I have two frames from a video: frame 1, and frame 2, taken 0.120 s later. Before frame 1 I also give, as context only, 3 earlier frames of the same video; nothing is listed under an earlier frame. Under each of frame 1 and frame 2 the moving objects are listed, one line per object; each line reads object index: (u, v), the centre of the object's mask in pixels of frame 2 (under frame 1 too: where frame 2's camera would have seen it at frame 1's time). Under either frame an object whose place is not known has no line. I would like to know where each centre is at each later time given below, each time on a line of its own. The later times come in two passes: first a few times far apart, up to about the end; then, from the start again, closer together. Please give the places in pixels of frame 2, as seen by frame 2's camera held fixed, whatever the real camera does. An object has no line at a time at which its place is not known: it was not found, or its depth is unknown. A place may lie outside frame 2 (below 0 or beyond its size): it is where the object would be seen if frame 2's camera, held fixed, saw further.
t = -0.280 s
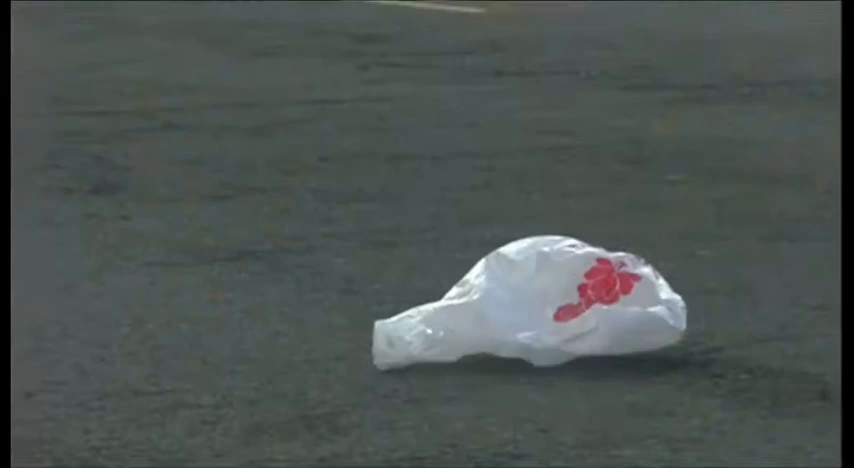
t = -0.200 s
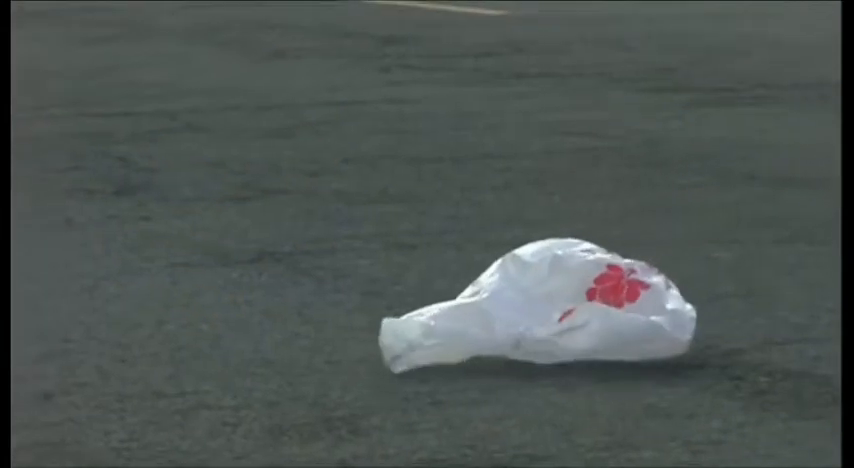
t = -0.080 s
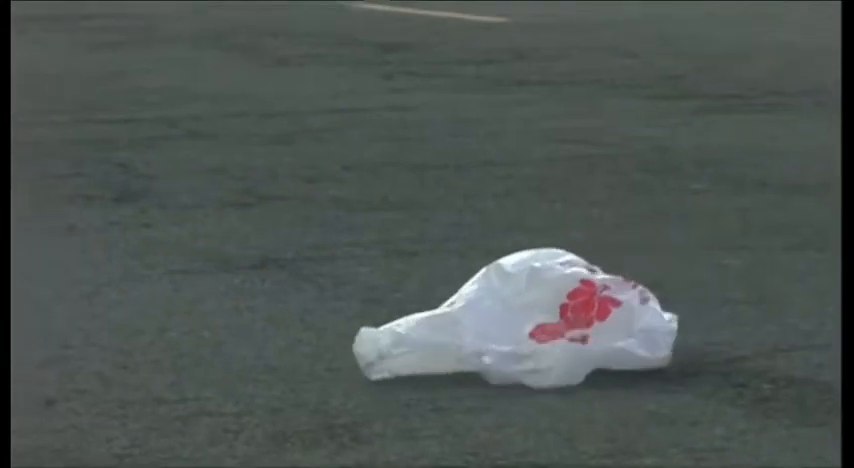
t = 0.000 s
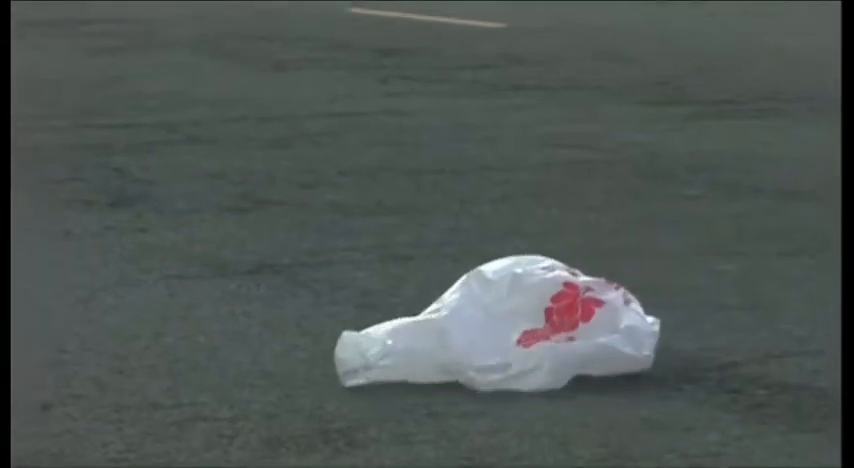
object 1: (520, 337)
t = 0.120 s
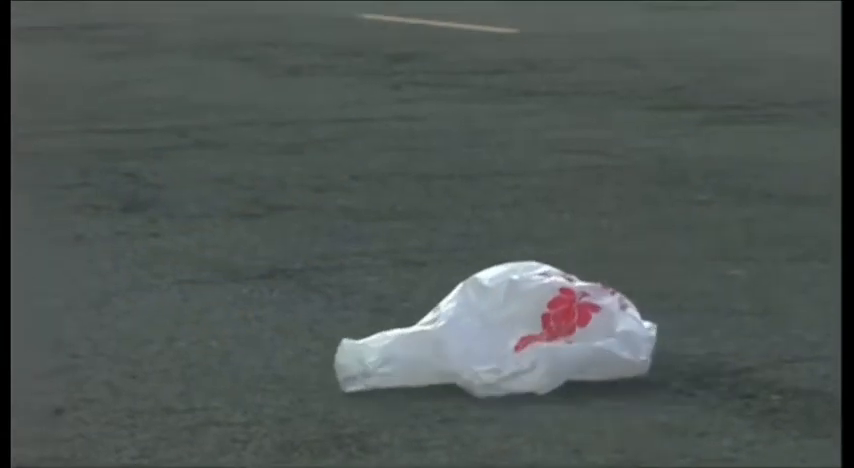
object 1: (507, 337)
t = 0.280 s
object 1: (493, 338)
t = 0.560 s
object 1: (475, 337)
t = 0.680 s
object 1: (452, 331)
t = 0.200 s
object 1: (502, 337)
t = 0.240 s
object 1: (498, 338)
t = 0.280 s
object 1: (493, 338)
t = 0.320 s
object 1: (492, 339)
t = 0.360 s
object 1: (491, 339)
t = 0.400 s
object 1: (491, 338)
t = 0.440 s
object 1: (490, 337)
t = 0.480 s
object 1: (487, 337)
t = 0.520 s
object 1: (481, 336)
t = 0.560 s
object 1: (475, 337)
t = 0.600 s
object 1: (468, 337)
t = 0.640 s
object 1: (461, 335)
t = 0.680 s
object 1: (452, 331)
